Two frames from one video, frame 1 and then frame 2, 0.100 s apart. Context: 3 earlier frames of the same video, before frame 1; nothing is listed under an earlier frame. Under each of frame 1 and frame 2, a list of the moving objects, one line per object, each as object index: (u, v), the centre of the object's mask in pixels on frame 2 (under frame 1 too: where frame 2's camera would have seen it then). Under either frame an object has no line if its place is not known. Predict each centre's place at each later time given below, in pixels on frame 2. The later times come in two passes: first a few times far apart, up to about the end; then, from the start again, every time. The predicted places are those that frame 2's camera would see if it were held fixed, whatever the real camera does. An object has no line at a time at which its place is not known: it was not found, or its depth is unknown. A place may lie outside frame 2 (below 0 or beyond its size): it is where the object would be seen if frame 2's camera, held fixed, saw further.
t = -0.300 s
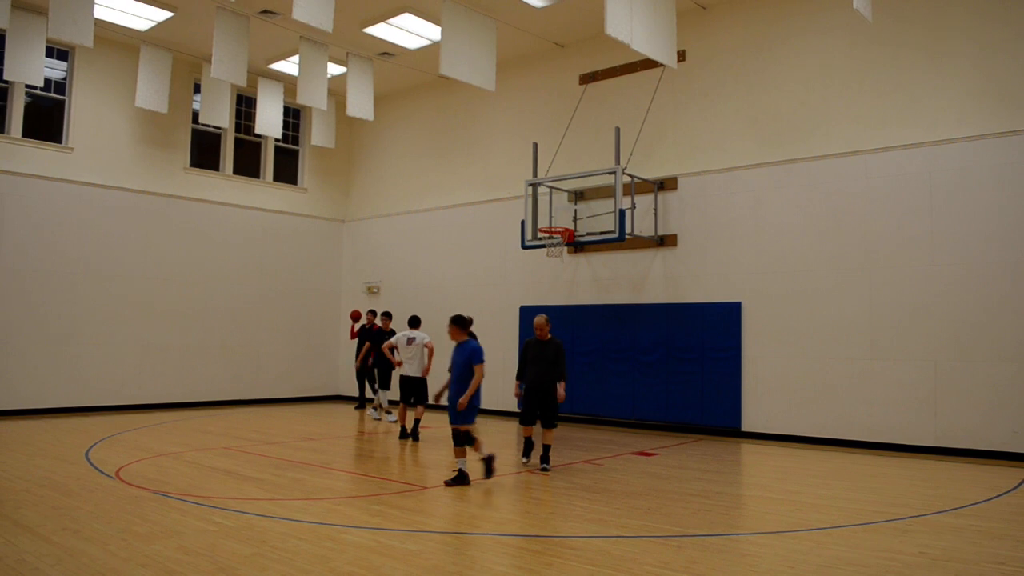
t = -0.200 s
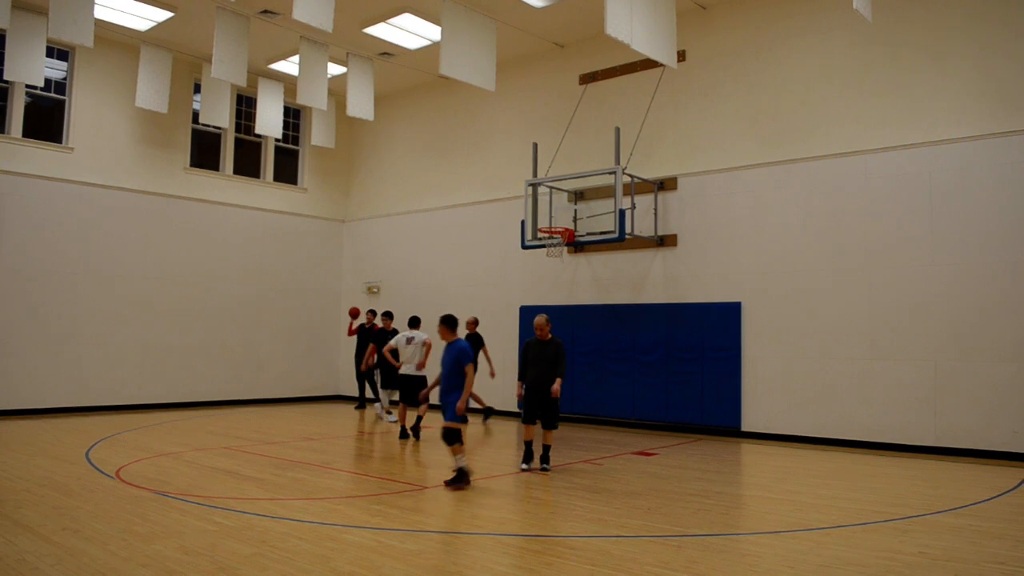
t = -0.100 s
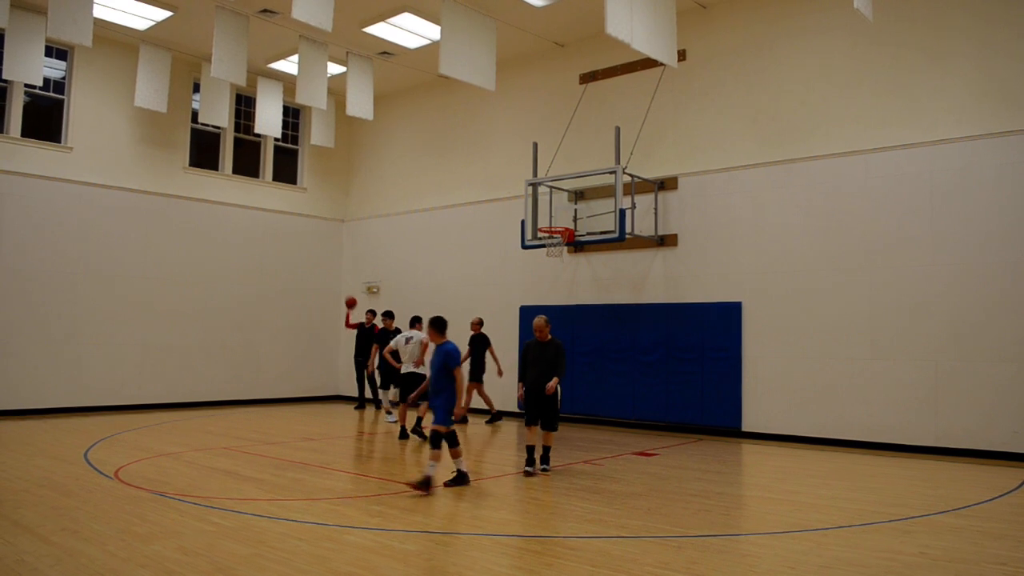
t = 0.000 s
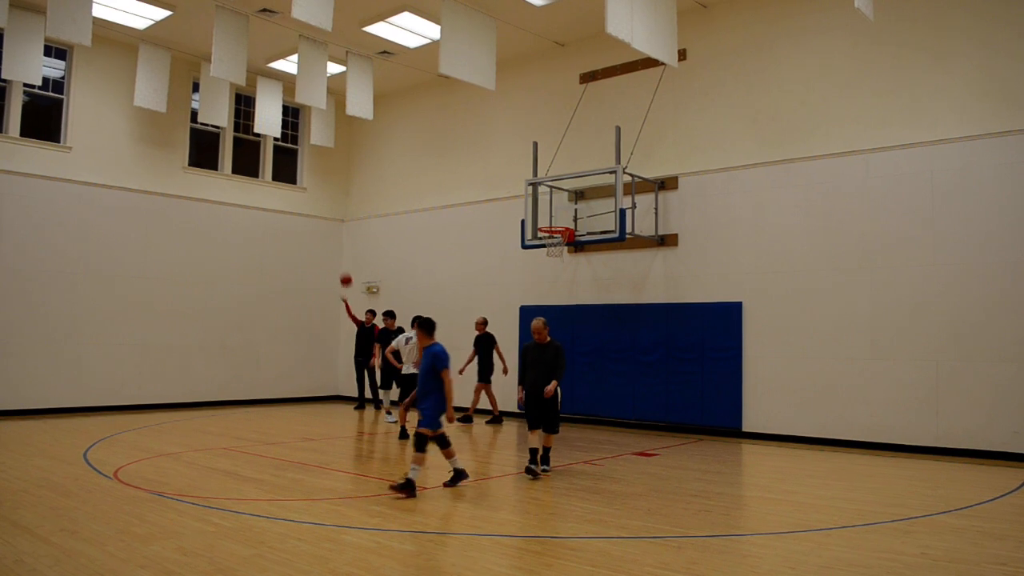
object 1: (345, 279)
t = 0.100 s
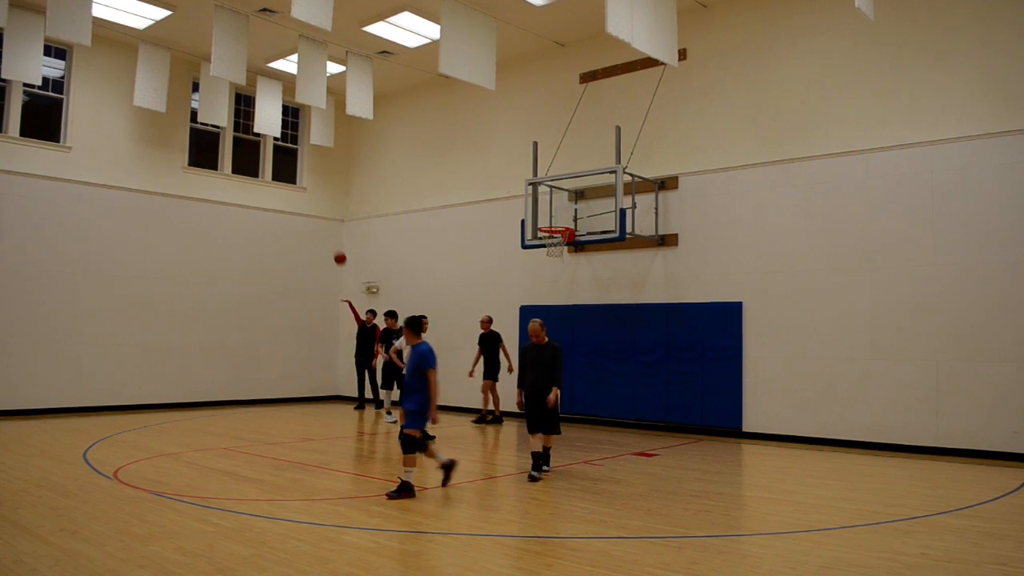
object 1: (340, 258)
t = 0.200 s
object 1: (334, 241)
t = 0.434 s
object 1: (319, 218)
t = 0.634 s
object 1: (303, 222)
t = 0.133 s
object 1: (338, 252)
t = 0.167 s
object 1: (336, 246)
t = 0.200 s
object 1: (334, 241)
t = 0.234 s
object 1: (332, 236)
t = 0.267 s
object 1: (330, 231)
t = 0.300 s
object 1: (328, 228)
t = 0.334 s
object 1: (325, 224)
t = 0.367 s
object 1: (323, 222)
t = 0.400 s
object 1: (321, 219)
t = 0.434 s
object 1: (319, 218)
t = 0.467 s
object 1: (316, 217)
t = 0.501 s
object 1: (314, 217)
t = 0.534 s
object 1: (311, 217)
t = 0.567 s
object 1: (308, 218)
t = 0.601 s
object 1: (306, 220)
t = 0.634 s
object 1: (303, 222)
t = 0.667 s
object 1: (300, 225)
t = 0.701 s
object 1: (297, 229)
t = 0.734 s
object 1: (294, 234)
